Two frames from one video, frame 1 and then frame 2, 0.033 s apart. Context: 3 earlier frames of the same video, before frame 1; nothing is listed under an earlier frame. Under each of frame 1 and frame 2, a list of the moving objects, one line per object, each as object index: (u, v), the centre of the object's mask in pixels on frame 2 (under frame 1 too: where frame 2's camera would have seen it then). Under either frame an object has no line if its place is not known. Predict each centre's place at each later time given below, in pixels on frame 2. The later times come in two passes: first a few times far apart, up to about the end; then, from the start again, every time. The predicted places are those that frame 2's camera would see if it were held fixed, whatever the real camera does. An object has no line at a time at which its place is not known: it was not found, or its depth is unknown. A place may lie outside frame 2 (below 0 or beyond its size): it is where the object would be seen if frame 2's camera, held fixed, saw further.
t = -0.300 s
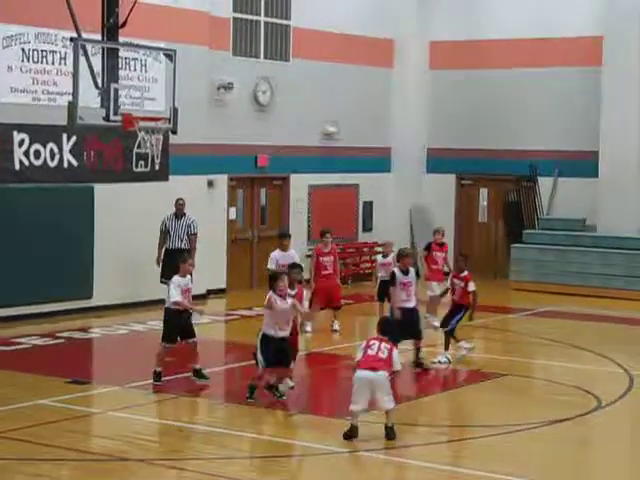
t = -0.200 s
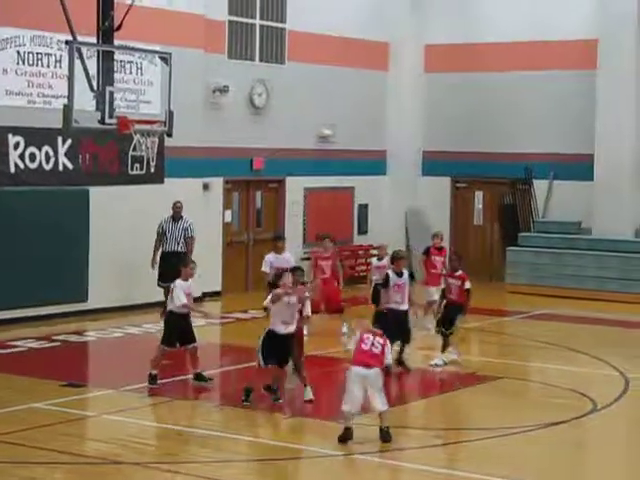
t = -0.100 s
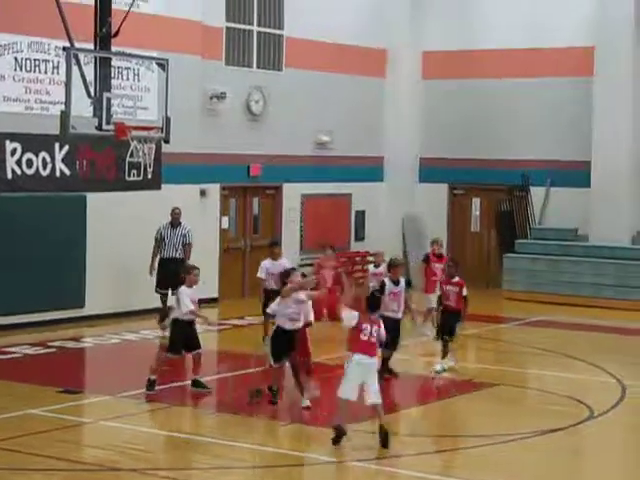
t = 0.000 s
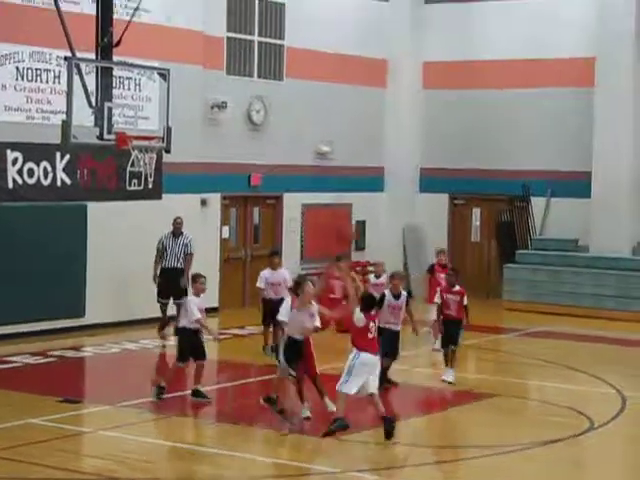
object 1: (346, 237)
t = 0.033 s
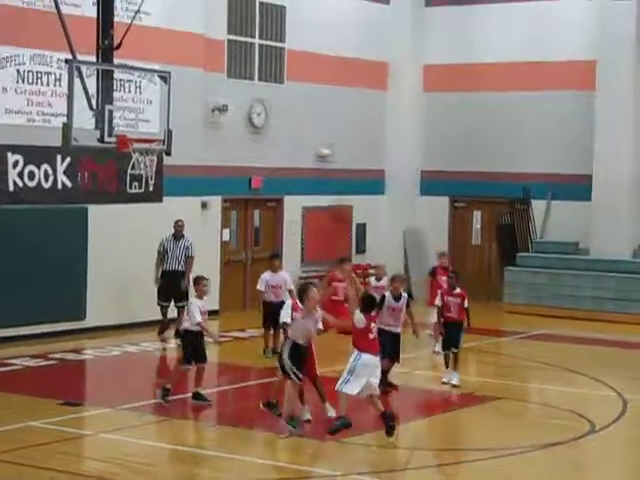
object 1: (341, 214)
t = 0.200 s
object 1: (306, 122)
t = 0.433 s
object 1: (262, 44)
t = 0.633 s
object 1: (224, 23)
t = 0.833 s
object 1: (194, 34)
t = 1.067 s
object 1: (160, 87)
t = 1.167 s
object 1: (145, 120)
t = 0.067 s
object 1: (333, 192)
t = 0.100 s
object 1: (326, 169)
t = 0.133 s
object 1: (319, 155)
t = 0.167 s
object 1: (313, 137)
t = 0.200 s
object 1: (306, 122)
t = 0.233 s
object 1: (299, 107)
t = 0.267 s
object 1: (293, 93)
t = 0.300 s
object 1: (286, 81)
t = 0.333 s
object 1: (280, 73)
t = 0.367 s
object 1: (271, 61)
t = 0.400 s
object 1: (268, 55)
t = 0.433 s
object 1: (262, 44)
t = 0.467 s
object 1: (257, 40)
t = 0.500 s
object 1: (248, 36)
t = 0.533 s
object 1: (246, 27)
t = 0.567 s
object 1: (237, 27)
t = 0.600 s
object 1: (230, 23)
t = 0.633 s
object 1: (224, 23)
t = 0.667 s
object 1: (220, 22)
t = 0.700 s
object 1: (215, 22)
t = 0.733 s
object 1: (210, 24)
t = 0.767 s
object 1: (205, 27)
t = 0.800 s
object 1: (199, 30)
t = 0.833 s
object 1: (194, 34)
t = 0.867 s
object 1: (189, 40)
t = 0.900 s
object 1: (183, 46)
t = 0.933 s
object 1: (178, 53)
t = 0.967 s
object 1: (174, 60)
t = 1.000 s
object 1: (168, 68)
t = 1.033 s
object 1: (164, 78)
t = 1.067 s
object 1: (160, 87)
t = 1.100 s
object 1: (153, 99)
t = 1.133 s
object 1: (150, 108)
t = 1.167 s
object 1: (145, 120)
